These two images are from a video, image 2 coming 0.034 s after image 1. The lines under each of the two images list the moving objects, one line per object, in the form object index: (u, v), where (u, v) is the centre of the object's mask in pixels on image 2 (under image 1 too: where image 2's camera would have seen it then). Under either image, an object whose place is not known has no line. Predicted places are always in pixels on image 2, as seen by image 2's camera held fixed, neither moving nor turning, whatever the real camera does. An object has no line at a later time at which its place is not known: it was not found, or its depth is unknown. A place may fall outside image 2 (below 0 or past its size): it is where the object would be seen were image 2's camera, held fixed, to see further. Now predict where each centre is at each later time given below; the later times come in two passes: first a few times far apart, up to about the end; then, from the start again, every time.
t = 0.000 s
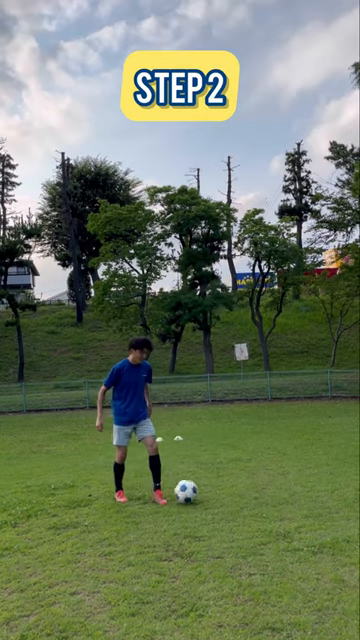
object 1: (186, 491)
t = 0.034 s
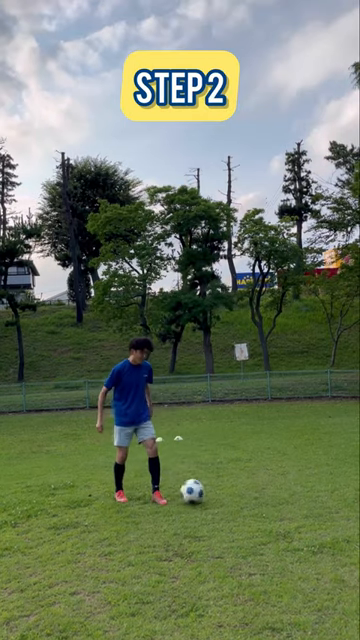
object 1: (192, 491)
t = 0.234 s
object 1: (222, 494)
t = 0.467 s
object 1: (254, 498)
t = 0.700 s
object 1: (285, 500)
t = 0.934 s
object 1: (313, 503)
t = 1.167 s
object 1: (339, 506)
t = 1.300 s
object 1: (350, 508)
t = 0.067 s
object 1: (198, 492)
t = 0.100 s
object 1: (204, 493)
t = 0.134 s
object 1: (208, 492)
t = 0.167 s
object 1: (213, 492)
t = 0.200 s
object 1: (218, 493)
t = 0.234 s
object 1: (222, 494)
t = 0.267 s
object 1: (227, 494)
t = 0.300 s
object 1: (231, 494)
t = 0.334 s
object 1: (236, 496)
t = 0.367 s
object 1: (241, 496)
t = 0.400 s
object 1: (245, 497)
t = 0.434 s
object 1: (250, 497)
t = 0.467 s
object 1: (254, 498)
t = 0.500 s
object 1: (259, 498)
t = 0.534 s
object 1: (263, 498)
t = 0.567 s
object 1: (268, 498)
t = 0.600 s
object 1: (272, 499)
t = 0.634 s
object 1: (276, 499)
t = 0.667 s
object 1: (281, 500)
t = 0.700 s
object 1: (285, 500)
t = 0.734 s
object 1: (289, 500)
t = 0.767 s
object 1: (293, 501)
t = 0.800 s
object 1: (297, 500)
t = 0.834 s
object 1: (301, 501)
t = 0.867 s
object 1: (305, 502)
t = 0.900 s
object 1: (309, 503)
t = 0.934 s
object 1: (313, 503)
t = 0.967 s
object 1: (317, 504)
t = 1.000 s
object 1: (321, 505)
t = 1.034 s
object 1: (324, 504)
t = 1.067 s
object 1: (328, 504)
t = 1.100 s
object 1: (332, 505)
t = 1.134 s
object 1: (335, 506)
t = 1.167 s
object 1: (339, 506)
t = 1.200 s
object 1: (343, 507)
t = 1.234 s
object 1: (346, 508)
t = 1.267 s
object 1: (348, 508)
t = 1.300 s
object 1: (350, 508)
